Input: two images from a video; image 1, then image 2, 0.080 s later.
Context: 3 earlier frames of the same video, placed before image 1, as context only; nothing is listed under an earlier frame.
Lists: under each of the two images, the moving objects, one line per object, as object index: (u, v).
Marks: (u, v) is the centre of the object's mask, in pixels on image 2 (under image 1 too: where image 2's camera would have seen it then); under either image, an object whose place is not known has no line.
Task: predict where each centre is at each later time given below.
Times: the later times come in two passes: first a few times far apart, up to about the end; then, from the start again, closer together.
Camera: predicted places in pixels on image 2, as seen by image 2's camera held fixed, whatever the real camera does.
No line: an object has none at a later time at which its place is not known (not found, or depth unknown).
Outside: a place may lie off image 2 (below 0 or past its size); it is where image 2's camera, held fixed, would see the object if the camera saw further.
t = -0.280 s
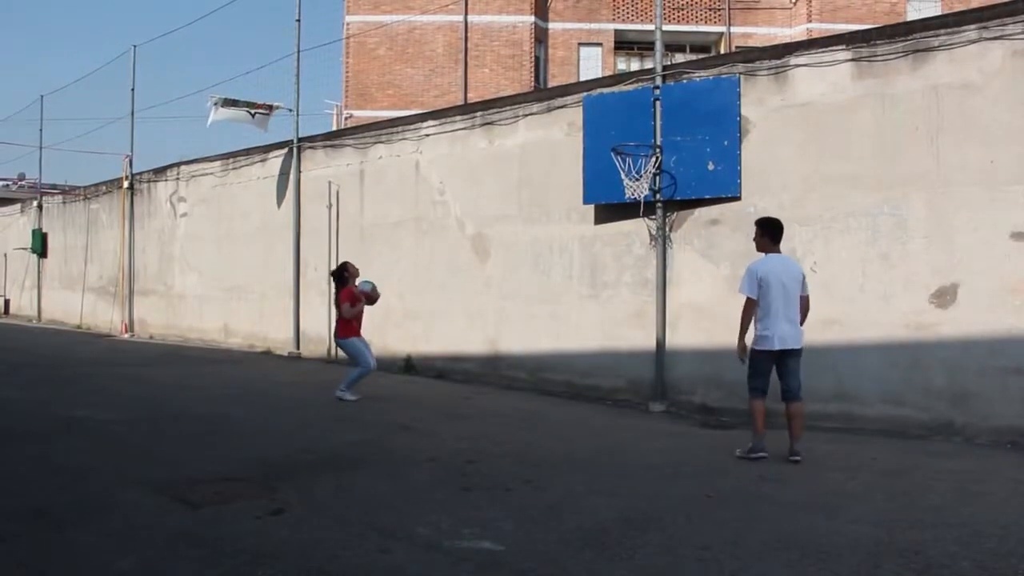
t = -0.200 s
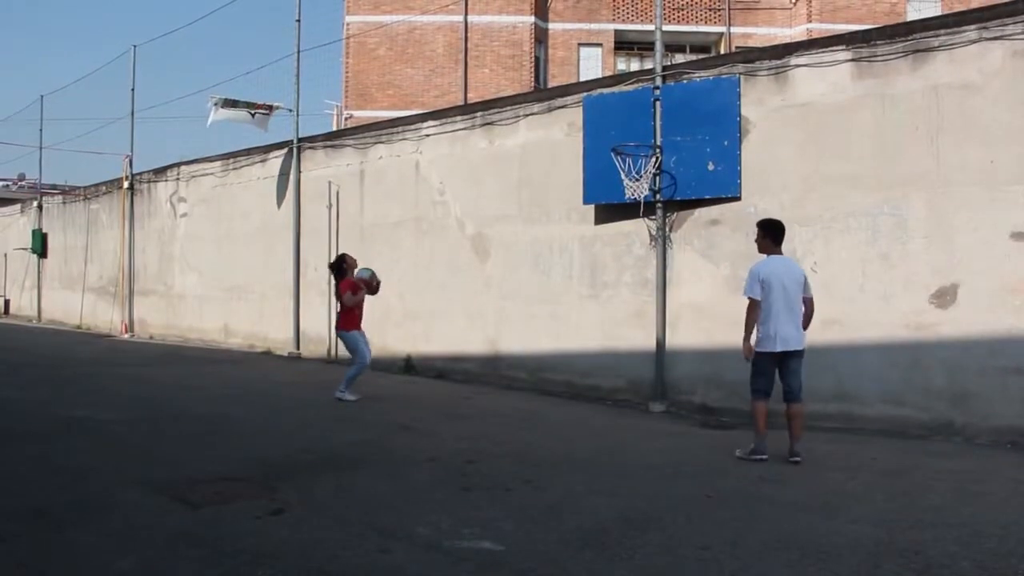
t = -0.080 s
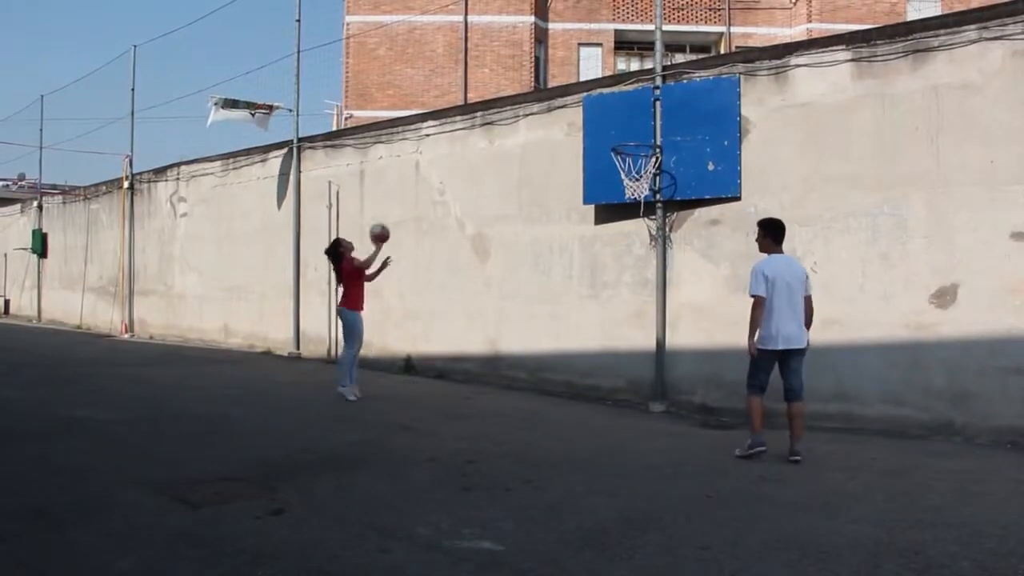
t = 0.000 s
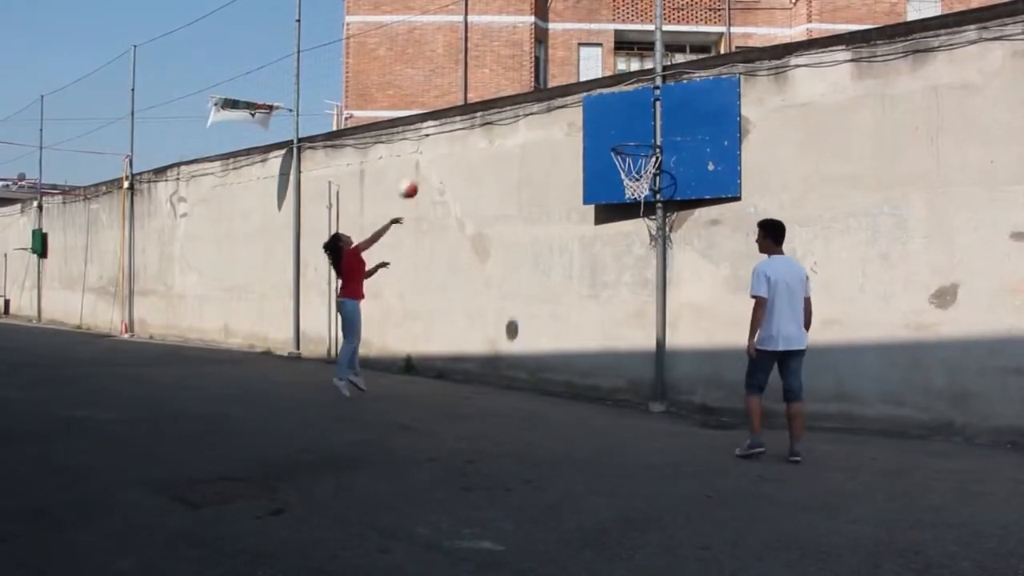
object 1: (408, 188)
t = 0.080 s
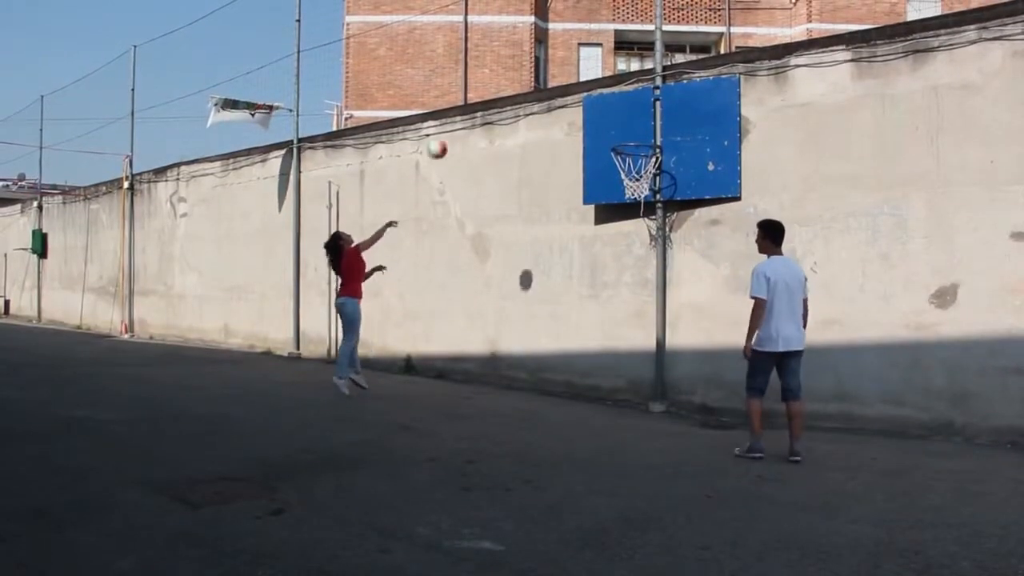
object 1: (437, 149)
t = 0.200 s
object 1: (478, 100)
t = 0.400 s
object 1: (548, 53)
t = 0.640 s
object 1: (626, 45)
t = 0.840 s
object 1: (640, 56)
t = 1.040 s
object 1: (621, 81)
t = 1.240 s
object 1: (601, 143)
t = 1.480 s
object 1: (540, 215)
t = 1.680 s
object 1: (487, 321)
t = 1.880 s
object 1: (436, 366)
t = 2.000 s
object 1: (405, 314)
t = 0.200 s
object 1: (478, 100)
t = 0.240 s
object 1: (494, 88)
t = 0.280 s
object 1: (508, 77)
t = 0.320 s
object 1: (522, 67)
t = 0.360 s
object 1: (534, 59)
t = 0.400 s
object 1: (548, 53)
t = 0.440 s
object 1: (562, 48)
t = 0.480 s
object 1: (574, 46)
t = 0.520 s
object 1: (588, 44)
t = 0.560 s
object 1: (600, 43)
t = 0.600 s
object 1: (613, 43)
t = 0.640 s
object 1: (626, 45)
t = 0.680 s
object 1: (636, 49)
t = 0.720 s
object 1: (642, 53)
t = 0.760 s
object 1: (643, 54)
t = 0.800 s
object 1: (642, 55)
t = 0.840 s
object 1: (640, 56)
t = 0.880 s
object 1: (636, 59)
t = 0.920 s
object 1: (633, 62)
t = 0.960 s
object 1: (629, 64)
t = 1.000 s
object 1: (624, 72)
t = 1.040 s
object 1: (621, 81)
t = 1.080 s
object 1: (617, 90)
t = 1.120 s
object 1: (614, 102)
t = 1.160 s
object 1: (610, 115)
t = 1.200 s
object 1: (606, 129)
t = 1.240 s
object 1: (601, 143)
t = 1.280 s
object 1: (592, 151)
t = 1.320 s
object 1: (580, 160)
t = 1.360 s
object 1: (571, 171)
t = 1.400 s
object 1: (560, 184)
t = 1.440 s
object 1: (549, 198)
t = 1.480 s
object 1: (540, 215)
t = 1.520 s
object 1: (529, 232)
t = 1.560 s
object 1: (519, 251)
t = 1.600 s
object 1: (508, 273)
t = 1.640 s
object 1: (498, 296)
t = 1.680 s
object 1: (487, 321)
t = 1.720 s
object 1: (477, 348)
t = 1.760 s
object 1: (466, 375)
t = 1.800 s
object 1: (457, 404)
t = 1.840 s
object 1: (444, 383)
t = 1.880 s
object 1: (436, 366)
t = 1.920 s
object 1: (425, 347)
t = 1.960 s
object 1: (415, 330)
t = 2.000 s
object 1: (405, 314)
